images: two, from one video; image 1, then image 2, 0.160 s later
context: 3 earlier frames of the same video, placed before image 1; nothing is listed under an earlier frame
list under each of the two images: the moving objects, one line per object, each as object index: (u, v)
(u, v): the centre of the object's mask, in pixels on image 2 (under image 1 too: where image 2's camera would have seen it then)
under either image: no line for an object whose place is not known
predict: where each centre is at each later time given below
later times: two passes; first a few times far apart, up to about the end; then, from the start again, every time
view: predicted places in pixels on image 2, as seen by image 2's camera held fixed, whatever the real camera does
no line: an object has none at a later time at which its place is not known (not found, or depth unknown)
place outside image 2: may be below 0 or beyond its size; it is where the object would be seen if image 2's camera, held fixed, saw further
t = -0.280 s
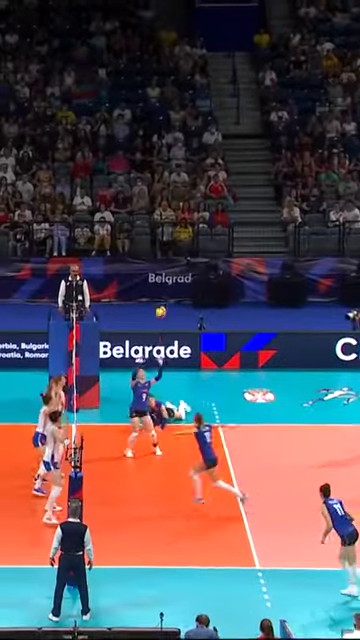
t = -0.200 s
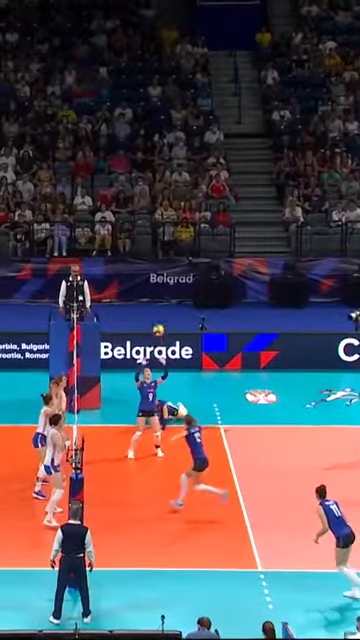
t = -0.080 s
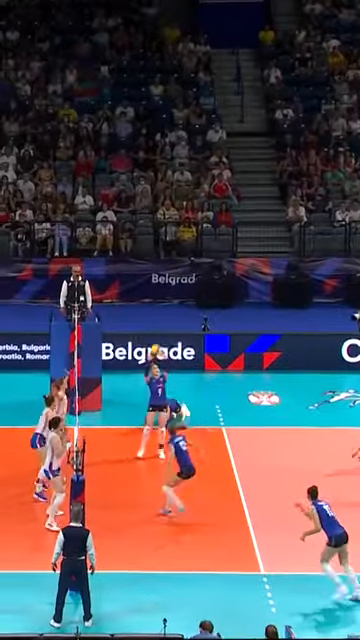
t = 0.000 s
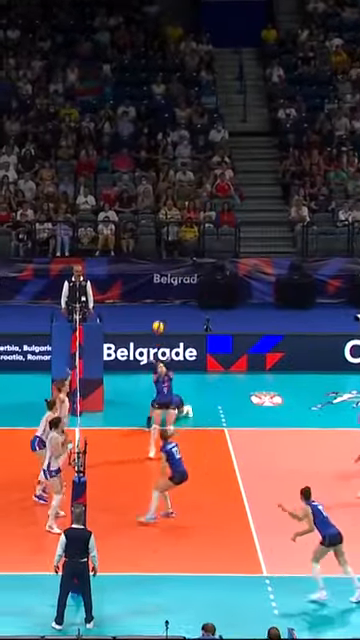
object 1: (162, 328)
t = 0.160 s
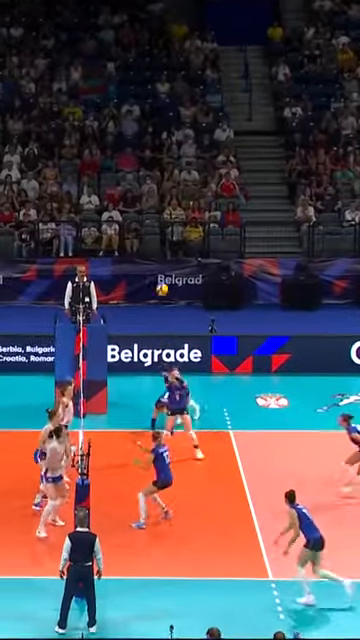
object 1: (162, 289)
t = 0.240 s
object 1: (161, 275)
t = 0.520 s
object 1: (159, 252)
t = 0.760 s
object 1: (156, 263)
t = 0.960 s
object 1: (154, 301)
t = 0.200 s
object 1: (162, 281)
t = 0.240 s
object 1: (161, 275)
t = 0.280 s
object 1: (161, 269)
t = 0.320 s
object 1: (160, 264)
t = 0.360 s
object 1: (160, 259)
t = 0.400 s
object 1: (160, 256)
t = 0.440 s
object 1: (159, 253)
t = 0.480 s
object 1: (159, 253)
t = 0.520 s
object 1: (159, 252)
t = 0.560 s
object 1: (158, 252)
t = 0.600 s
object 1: (158, 252)
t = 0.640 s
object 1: (157, 254)
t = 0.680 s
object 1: (157, 256)
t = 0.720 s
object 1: (157, 259)
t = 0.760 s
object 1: (156, 263)
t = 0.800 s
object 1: (155, 270)
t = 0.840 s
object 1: (155, 276)
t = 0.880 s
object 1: (155, 283)
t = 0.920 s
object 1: (154, 292)
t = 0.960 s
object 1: (154, 301)
